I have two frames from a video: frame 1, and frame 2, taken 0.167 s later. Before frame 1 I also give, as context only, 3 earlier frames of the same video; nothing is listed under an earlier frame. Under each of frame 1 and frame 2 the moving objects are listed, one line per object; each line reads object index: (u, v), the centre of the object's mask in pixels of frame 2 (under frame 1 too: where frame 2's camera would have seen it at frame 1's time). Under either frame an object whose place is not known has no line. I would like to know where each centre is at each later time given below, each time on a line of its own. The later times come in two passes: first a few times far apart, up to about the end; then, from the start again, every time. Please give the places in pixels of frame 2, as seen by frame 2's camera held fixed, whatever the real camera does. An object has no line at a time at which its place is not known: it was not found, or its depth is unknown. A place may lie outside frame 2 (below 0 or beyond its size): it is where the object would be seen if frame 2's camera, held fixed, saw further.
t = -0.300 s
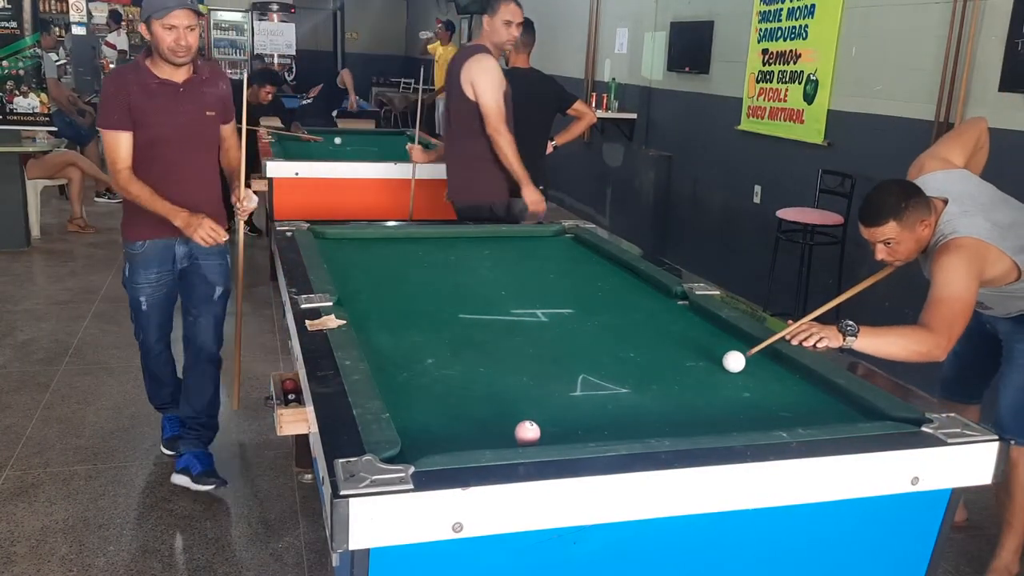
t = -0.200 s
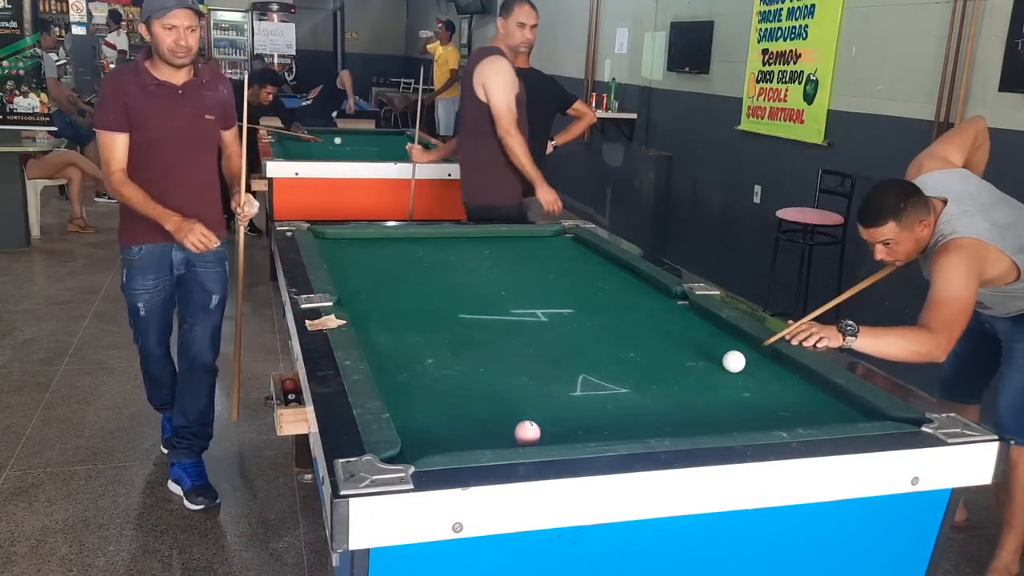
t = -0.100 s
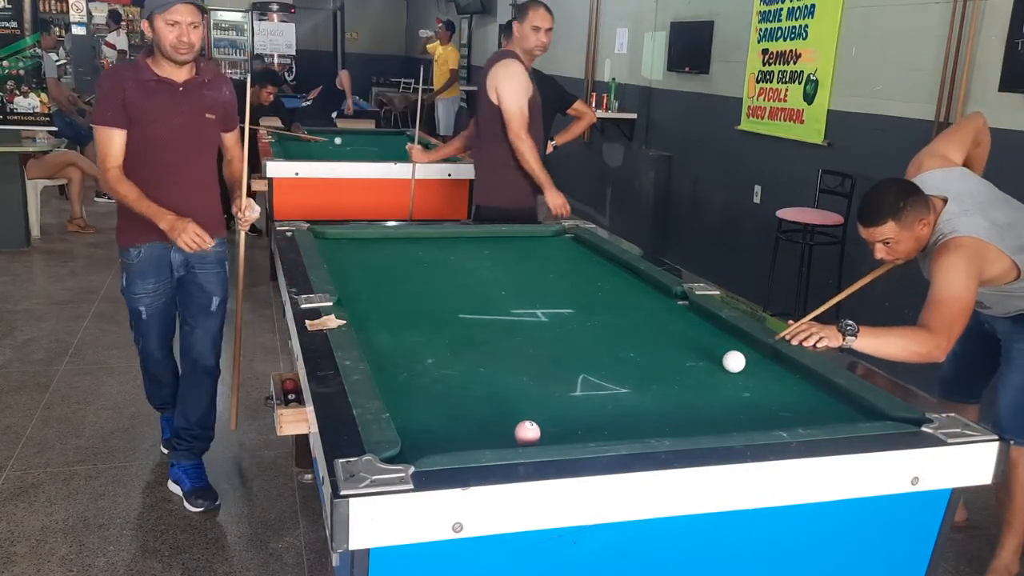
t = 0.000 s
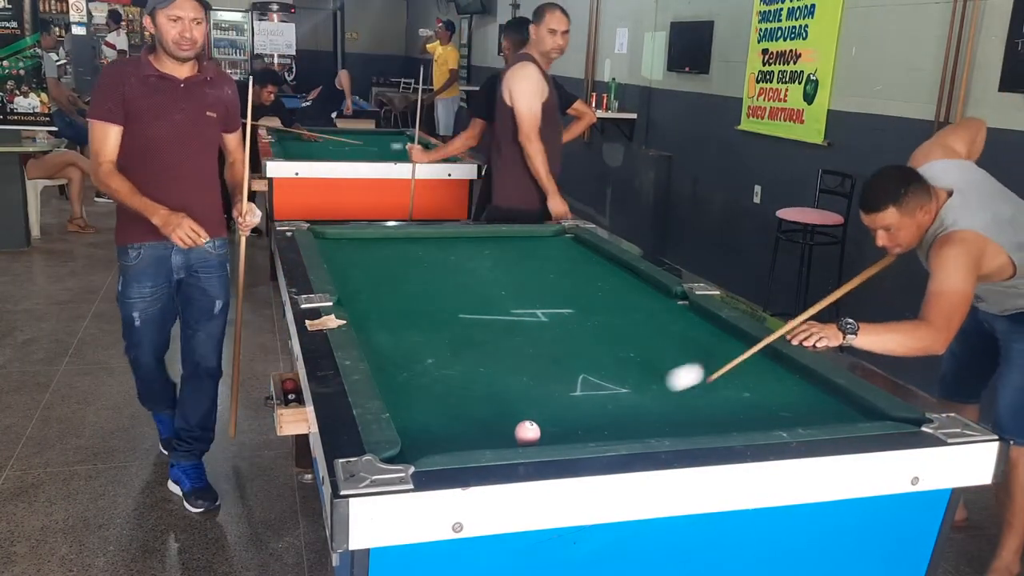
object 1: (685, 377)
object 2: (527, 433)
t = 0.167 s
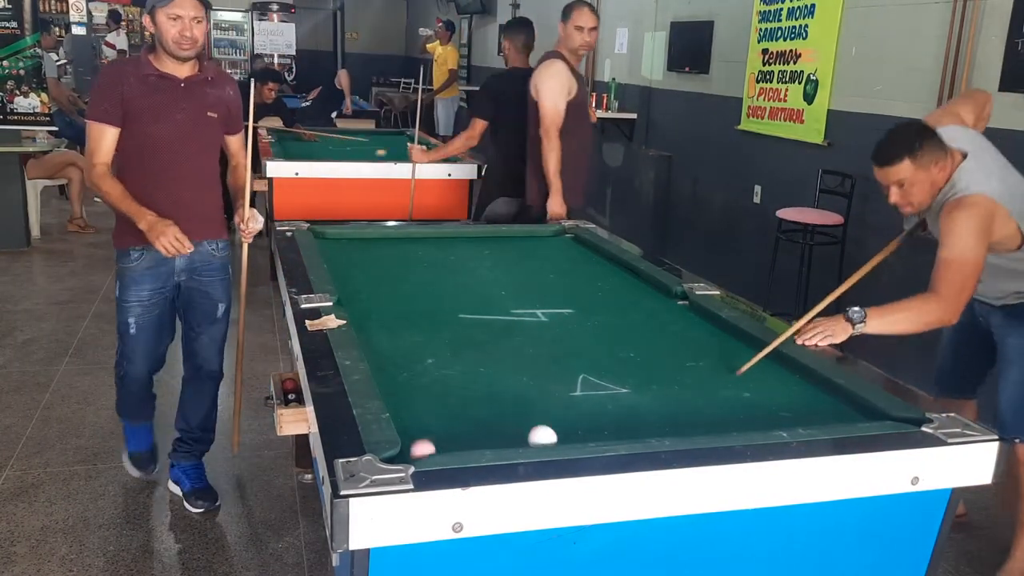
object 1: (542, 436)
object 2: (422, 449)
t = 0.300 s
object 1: (524, 416)
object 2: (412, 398)
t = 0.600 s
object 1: (495, 376)
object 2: (399, 318)
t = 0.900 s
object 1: (474, 344)
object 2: (391, 268)
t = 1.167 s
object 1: (459, 322)
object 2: (387, 237)
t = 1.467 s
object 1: (446, 302)
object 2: (395, 250)
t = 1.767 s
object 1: (435, 285)
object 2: (407, 271)
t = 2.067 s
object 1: (428, 271)
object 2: (422, 295)
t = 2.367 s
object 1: (421, 259)
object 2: (441, 324)
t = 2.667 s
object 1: (416, 249)
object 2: (464, 359)
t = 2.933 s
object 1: (411, 241)
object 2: (490, 396)
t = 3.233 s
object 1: (408, 233)
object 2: (527, 441)
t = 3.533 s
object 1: (414, 237)
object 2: (502, 410)
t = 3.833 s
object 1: (422, 242)
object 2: (483, 382)
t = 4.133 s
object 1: (429, 246)
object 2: (468, 359)
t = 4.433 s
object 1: (436, 250)
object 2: (457, 341)
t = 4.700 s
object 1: (442, 253)
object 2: (450, 327)
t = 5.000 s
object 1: (447, 256)
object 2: (443, 314)
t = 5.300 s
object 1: (452, 259)
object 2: (438, 304)
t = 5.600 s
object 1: (456, 261)
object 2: (434, 295)
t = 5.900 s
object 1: (460, 263)
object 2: (432, 287)
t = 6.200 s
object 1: (463, 264)
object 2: (429, 281)
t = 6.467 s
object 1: (465, 265)
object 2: (428, 277)
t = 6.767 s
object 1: (465, 265)
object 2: (428, 272)
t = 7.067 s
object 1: (465, 265)
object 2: (427, 269)
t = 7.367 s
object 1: (465, 265)
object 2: (428, 266)
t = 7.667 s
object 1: (465, 265)
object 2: (429, 265)
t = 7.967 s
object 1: (465, 265)
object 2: (429, 264)
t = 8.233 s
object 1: (465, 265)
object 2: (429, 263)
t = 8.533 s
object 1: (465, 265)
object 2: (429, 263)
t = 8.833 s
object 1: (465, 265)
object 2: (429, 264)
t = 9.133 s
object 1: (465, 265)
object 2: (429, 264)
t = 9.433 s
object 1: (465, 265)
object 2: (429, 264)
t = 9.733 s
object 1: (465, 265)
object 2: (429, 264)
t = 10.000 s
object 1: (465, 265)
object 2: (429, 264)
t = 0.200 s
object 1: (536, 432)
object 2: (419, 436)
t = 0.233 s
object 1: (532, 427)
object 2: (416, 422)
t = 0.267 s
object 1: (528, 422)
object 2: (414, 410)
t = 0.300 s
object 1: (524, 416)
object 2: (412, 398)
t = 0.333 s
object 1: (520, 411)
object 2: (410, 387)
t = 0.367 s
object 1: (517, 406)
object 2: (408, 376)
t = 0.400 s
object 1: (513, 402)
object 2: (407, 367)
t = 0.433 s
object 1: (510, 397)
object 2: (405, 357)
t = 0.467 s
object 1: (507, 393)
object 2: (404, 349)
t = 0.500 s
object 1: (504, 388)
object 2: (402, 340)
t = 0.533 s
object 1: (501, 384)
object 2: (401, 333)
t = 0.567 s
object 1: (498, 380)
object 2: (400, 325)
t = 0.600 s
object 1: (495, 376)
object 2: (399, 318)
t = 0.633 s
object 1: (492, 372)
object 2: (398, 312)
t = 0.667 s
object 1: (490, 368)
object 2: (397, 305)
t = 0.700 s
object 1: (487, 364)
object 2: (396, 299)
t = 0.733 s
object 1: (485, 361)
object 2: (395, 294)
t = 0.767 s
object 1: (483, 358)
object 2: (394, 288)
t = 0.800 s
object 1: (480, 354)
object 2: (393, 283)
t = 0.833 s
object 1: (478, 351)
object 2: (393, 278)
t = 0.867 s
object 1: (476, 348)
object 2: (392, 273)
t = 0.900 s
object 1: (474, 344)
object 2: (391, 268)
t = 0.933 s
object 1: (472, 341)
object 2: (390, 264)
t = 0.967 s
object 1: (470, 338)
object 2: (390, 260)
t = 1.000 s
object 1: (468, 335)
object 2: (389, 256)
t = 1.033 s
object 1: (466, 333)
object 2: (389, 252)
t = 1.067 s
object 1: (464, 330)
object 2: (388, 248)
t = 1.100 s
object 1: (462, 327)
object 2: (388, 244)
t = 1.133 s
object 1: (461, 325)
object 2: (387, 241)
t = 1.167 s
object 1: (459, 322)
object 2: (387, 237)
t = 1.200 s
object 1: (457, 320)
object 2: (386, 234)
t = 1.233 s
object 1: (456, 317)
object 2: (387, 235)
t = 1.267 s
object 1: (454, 315)
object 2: (388, 237)
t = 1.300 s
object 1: (453, 312)
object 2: (389, 240)
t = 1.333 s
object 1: (451, 310)
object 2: (391, 242)
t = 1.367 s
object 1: (450, 308)
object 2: (392, 244)
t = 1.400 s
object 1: (448, 306)
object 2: (393, 246)
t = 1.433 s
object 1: (447, 304)
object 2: (394, 248)
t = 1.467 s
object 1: (446, 302)
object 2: (395, 250)
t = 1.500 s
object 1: (444, 300)
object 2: (397, 253)
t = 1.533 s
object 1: (443, 297)
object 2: (398, 255)
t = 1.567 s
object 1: (442, 295)
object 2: (400, 257)
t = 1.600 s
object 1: (441, 293)
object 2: (401, 259)
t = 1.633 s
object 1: (440, 291)
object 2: (402, 261)
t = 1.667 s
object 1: (438, 290)
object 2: (403, 263)
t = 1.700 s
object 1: (438, 288)
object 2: (405, 266)
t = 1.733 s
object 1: (437, 286)
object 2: (406, 268)
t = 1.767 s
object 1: (435, 285)
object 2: (407, 271)
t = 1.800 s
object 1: (434, 283)
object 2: (409, 274)
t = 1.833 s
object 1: (433, 281)
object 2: (410, 276)
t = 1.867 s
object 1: (433, 280)
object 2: (412, 279)
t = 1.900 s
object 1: (432, 278)
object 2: (414, 282)
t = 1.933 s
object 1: (431, 277)
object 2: (416, 284)
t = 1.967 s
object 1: (430, 275)
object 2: (417, 287)
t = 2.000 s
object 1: (429, 274)
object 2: (419, 290)
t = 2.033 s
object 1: (428, 272)
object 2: (421, 293)
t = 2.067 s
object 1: (428, 271)
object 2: (422, 295)
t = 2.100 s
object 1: (427, 269)
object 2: (424, 298)
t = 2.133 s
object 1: (426, 268)
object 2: (426, 302)
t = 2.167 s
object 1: (425, 267)
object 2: (428, 304)
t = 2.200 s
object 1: (424, 265)
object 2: (430, 308)
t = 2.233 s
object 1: (424, 264)
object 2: (432, 311)
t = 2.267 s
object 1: (423, 263)
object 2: (434, 314)
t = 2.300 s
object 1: (422, 261)
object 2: (436, 318)
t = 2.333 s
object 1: (422, 260)
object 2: (438, 321)
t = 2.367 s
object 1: (421, 259)
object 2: (441, 324)
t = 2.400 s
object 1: (421, 258)
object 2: (443, 328)
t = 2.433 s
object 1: (420, 257)
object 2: (445, 331)
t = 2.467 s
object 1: (419, 255)
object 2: (448, 335)
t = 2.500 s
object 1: (419, 254)
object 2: (450, 339)
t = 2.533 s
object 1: (418, 253)
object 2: (453, 343)
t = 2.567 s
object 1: (417, 252)
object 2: (455, 347)
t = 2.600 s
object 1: (417, 251)
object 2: (458, 351)
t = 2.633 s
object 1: (416, 250)
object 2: (461, 355)
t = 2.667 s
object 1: (416, 249)
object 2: (464, 359)
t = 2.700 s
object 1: (415, 248)
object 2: (467, 363)
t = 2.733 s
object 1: (415, 247)
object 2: (470, 368)
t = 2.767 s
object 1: (414, 246)
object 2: (473, 372)
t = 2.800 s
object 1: (413, 245)
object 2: (476, 377)
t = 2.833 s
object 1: (413, 244)
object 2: (479, 381)
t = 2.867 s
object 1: (412, 243)
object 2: (483, 387)
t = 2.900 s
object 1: (412, 242)
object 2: (486, 391)
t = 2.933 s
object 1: (411, 241)
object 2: (490, 396)
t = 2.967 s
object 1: (411, 240)
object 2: (494, 402)
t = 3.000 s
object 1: (410, 239)
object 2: (498, 407)
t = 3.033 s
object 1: (410, 238)
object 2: (502, 412)
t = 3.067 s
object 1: (410, 237)
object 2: (506, 418)
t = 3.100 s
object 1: (409, 237)
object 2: (510, 423)
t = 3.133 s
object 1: (409, 236)
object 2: (514, 429)
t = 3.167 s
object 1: (408, 235)
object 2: (519, 434)
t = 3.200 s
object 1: (408, 234)
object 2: (523, 437)
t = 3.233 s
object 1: (408, 233)
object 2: (527, 441)
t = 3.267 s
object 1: (408, 233)
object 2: (524, 438)
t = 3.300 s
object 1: (409, 234)
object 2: (521, 435)
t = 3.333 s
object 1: (410, 234)
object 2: (518, 432)
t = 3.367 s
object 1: (410, 235)
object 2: (515, 429)
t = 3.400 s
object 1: (411, 235)
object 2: (512, 425)
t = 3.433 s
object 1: (412, 236)
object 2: (510, 421)
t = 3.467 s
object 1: (413, 236)
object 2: (507, 418)
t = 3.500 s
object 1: (413, 237)
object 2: (505, 414)
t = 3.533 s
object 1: (414, 237)
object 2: (502, 410)
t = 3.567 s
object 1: (415, 238)
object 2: (500, 407)
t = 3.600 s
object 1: (416, 238)
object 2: (498, 404)
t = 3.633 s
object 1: (417, 239)
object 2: (495, 400)
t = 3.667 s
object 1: (418, 239)
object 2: (493, 397)
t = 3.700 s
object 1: (418, 240)
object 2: (491, 394)
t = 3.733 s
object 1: (419, 240)
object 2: (489, 391)
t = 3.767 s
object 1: (420, 241)
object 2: (487, 388)
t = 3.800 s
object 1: (421, 241)
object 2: (485, 385)
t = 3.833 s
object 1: (422, 242)
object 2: (483, 382)
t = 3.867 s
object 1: (423, 242)
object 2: (482, 379)
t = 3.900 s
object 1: (423, 243)
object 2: (480, 377)
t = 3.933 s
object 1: (424, 243)
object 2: (478, 374)
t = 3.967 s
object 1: (425, 244)
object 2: (476, 371)
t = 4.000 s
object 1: (426, 244)
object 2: (475, 369)
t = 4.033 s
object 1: (426, 245)
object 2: (473, 366)
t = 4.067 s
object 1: (427, 245)
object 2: (471, 364)
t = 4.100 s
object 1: (428, 246)
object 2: (470, 362)
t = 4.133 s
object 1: (429, 246)
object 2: (468, 359)
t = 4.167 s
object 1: (430, 246)
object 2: (467, 357)
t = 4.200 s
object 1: (430, 247)
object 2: (466, 355)
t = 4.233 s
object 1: (431, 247)
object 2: (464, 353)
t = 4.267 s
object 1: (432, 248)
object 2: (463, 351)
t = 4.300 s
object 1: (433, 248)
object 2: (462, 349)
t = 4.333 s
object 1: (434, 249)
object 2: (460, 347)
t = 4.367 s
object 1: (434, 249)
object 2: (459, 345)
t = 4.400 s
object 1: (435, 249)
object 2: (458, 343)
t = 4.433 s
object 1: (436, 250)
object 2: (457, 341)
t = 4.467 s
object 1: (437, 250)
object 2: (456, 339)
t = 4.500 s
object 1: (437, 251)
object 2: (455, 337)
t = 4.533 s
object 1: (438, 251)
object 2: (454, 335)
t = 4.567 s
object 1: (439, 252)
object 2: (453, 334)
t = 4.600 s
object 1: (439, 252)
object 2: (452, 332)
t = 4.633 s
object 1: (440, 252)
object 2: (451, 330)
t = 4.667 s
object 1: (441, 253)
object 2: (451, 329)
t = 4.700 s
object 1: (442, 253)
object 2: (450, 327)
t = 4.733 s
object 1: (442, 253)
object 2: (449, 325)
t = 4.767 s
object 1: (443, 254)
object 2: (448, 324)
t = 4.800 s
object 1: (444, 254)
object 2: (447, 323)
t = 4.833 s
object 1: (444, 255)
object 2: (447, 321)
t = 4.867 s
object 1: (445, 255)
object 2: (446, 319)
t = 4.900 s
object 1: (445, 255)
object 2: (445, 318)
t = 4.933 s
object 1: (446, 256)
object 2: (445, 317)
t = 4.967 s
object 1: (446, 256)
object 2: (444, 315)
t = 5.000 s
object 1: (447, 256)
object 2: (443, 314)
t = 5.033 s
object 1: (448, 257)
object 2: (443, 313)
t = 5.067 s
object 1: (448, 257)
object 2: (442, 312)
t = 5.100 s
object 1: (449, 257)
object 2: (441, 310)
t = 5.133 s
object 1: (449, 257)
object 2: (441, 309)
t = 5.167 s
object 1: (450, 258)
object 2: (440, 308)
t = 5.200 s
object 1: (450, 258)
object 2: (439, 307)
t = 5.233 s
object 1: (451, 258)
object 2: (439, 306)
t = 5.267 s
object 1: (451, 259)
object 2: (438, 305)
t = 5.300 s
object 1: (452, 259)
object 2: (438, 304)
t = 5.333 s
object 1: (452, 259)
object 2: (437, 303)
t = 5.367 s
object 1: (453, 260)
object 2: (437, 301)
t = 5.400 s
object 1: (454, 260)
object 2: (437, 300)
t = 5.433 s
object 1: (454, 260)
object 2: (436, 299)
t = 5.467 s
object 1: (454, 260)
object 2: (436, 298)
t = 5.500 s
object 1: (455, 261)
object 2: (435, 297)
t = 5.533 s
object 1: (455, 261)
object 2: (435, 297)
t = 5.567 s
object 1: (456, 261)
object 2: (435, 295)
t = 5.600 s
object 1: (456, 261)
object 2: (434, 295)
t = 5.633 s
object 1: (457, 261)
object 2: (434, 294)
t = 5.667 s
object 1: (457, 262)
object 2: (433, 293)
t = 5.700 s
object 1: (458, 262)
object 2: (433, 292)
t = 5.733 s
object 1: (458, 262)
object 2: (433, 291)
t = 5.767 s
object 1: (458, 262)
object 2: (433, 290)
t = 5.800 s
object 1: (459, 263)
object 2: (432, 290)
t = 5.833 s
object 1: (459, 263)
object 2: (432, 289)
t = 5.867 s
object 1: (459, 263)
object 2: (432, 288)
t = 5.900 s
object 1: (460, 263)
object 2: (432, 287)
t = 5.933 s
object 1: (460, 263)
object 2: (431, 286)
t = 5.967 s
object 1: (460, 263)
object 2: (431, 286)
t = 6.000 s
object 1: (461, 264)
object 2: (431, 285)
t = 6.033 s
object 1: (461, 264)
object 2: (431, 284)
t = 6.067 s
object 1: (461, 264)
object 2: (431, 284)
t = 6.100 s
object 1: (462, 264)
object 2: (430, 283)
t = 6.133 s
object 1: (462, 264)
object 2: (430, 282)
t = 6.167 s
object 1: (462, 264)
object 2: (430, 282)
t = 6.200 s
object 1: (463, 264)
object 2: (429, 281)
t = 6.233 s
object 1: (463, 264)
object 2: (429, 280)
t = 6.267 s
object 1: (463, 264)
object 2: (429, 280)
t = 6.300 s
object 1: (464, 264)
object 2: (429, 279)
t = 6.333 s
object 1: (464, 265)
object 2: (429, 279)
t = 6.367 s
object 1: (464, 265)
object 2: (429, 278)
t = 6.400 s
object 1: (464, 265)
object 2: (428, 278)
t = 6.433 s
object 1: (464, 265)
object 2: (428, 277)
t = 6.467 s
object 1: (465, 265)
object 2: (428, 277)
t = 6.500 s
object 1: (465, 265)
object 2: (428, 276)
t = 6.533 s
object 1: (465, 265)
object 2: (428, 276)
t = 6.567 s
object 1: (465, 265)
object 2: (428, 275)
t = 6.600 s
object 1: (465, 265)
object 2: (428, 275)
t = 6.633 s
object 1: (465, 265)
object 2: (428, 274)
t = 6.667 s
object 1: (465, 265)
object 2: (428, 274)
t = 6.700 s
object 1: (465, 265)
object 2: (428, 273)
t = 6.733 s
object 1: (465, 265)
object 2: (428, 273)
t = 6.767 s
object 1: (465, 265)
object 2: (428, 272)
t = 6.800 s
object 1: (465, 265)
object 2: (428, 272)
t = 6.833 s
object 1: (465, 265)
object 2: (428, 272)
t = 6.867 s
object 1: (465, 265)
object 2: (428, 271)
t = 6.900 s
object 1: (465, 265)
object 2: (428, 271)
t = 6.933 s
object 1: (465, 265)
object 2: (428, 270)
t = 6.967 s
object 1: (465, 265)
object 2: (428, 270)
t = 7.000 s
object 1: (465, 265)
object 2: (428, 270)
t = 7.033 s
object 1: (465, 265)
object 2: (427, 269)
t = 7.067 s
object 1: (465, 265)
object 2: (427, 269)
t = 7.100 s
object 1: (465, 265)
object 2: (427, 269)
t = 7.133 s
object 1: (465, 265)
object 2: (427, 268)
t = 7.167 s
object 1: (465, 265)
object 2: (427, 268)
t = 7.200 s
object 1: (465, 265)
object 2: (427, 268)
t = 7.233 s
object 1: (465, 265)
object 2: (427, 268)
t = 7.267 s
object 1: (465, 265)
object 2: (428, 267)
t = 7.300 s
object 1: (465, 265)
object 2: (428, 267)
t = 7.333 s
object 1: (465, 265)
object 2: (428, 267)
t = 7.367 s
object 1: (465, 265)
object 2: (428, 266)
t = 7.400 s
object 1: (465, 265)
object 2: (428, 266)
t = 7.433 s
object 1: (465, 265)
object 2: (428, 266)
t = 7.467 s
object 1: (465, 265)
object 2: (428, 266)
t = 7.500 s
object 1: (465, 265)
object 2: (428, 266)
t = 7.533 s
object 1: (465, 265)
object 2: (429, 265)
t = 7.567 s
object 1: (465, 265)
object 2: (429, 265)
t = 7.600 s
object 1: (465, 265)
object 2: (429, 265)
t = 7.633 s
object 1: (465, 265)
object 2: (429, 265)
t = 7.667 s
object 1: (465, 265)
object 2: (429, 265)
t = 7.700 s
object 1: (465, 265)
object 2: (429, 264)
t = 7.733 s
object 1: (465, 265)
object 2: (429, 264)
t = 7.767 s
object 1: (465, 265)
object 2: (429, 264)
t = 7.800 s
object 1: (465, 265)
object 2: (429, 264)
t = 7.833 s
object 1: (465, 265)
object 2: (429, 264)
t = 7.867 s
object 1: (465, 265)
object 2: (429, 264)
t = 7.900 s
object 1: (465, 265)
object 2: (429, 264)
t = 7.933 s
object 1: (465, 265)
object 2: (429, 264)
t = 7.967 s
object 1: (465, 265)
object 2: (429, 264)
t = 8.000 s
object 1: (465, 265)
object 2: (429, 264)
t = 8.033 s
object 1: (465, 265)
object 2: (429, 264)
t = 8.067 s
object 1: (465, 265)
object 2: (429, 264)
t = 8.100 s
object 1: (465, 265)
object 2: (429, 264)
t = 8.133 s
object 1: (465, 265)
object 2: (429, 264)
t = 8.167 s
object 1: (465, 265)
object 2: (429, 264)
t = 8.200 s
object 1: (465, 265)
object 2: (429, 263)
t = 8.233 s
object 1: (465, 265)
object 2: (429, 263)
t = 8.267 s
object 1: (466, 264)
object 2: (429, 263)
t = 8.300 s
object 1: (465, 265)
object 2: (429, 263)
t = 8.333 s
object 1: (465, 265)
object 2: (429, 263)
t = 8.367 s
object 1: (465, 265)
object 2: (429, 263)
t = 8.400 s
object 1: (465, 265)
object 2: (429, 263)
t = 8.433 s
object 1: (465, 265)
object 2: (429, 263)
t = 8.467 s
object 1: (465, 265)
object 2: (429, 263)
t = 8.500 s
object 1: (465, 265)
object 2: (429, 263)
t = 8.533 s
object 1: (465, 265)
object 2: (429, 263)
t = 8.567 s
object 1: (465, 265)
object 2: (429, 263)
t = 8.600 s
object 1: (465, 265)
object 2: (429, 263)
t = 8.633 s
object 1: (465, 265)
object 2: (429, 263)
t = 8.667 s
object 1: (465, 265)
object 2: (429, 263)
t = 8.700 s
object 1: (465, 265)
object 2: (429, 264)
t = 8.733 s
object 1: (465, 265)
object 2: (429, 264)
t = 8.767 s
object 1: (465, 265)
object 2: (429, 264)
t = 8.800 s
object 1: (465, 265)
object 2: (429, 264)
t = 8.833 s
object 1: (465, 265)
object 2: (429, 264)
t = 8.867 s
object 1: (465, 265)
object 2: (429, 264)
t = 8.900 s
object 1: (465, 265)
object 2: (429, 264)
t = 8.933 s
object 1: (465, 265)
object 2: (429, 264)
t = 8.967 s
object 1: (465, 265)
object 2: (429, 264)
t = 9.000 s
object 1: (465, 265)
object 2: (429, 264)
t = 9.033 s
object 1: (465, 265)
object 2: (429, 264)
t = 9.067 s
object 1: (465, 265)
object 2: (429, 264)
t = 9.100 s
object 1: (465, 265)
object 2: (429, 264)
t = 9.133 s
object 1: (465, 265)
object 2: (429, 264)
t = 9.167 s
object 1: (465, 265)
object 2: (429, 264)
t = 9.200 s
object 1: (465, 265)
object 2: (429, 264)
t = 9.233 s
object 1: (465, 265)
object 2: (429, 264)
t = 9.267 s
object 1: (465, 265)
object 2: (429, 264)
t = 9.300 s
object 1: (465, 265)
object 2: (429, 264)
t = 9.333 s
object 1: (465, 265)
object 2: (429, 264)
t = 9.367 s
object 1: (465, 265)
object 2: (429, 264)
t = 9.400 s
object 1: (465, 265)
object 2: (429, 264)
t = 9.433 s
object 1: (465, 265)
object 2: (429, 264)
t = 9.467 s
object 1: (465, 265)
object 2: (429, 264)
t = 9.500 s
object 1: (465, 265)
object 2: (429, 264)
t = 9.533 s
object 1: (465, 265)
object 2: (429, 264)
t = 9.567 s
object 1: (465, 265)
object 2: (429, 264)
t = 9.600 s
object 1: (465, 265)
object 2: (429, 264)
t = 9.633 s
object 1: (465, 265)
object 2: (429, 264)
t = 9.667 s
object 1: (465, 265)
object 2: (429, 264)
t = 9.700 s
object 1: (465, 265)
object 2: (429, 264)
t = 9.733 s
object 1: (465, 265)
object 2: (429, 264)
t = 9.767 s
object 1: (465, 265)
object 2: (429, 264)
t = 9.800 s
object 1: (465, 265)
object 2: (429, 264)
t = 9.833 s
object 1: (465, 265)
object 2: (429, 264)
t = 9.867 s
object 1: (465, 265)
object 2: (429, 264)
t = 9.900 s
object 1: (465, 265)
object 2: (429, 264)
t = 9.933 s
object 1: (465, 265)
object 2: (429, 264)
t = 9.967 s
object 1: (465, 265)
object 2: (429, 264)
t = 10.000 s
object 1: (465, 265)
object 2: (429, 264)
